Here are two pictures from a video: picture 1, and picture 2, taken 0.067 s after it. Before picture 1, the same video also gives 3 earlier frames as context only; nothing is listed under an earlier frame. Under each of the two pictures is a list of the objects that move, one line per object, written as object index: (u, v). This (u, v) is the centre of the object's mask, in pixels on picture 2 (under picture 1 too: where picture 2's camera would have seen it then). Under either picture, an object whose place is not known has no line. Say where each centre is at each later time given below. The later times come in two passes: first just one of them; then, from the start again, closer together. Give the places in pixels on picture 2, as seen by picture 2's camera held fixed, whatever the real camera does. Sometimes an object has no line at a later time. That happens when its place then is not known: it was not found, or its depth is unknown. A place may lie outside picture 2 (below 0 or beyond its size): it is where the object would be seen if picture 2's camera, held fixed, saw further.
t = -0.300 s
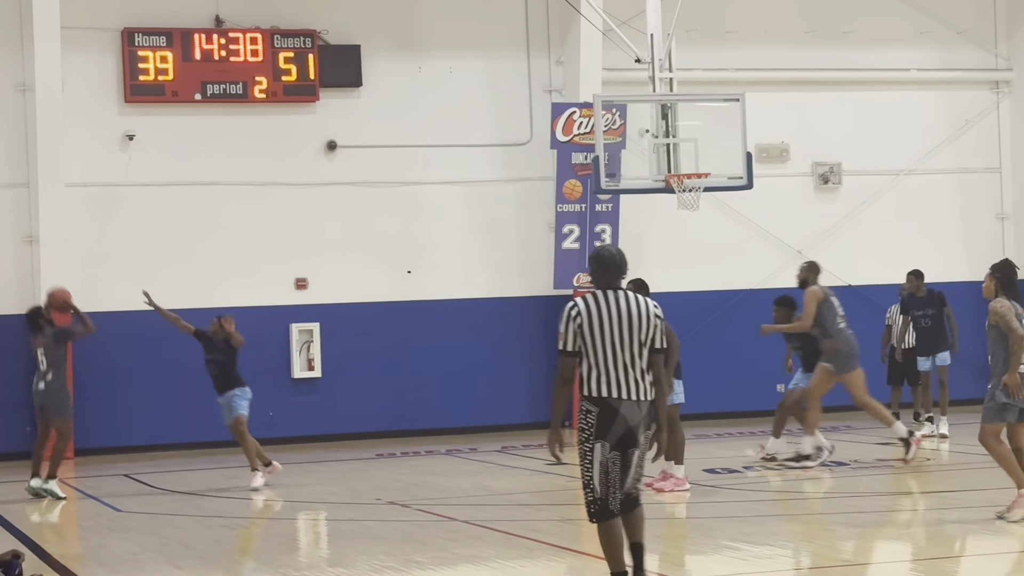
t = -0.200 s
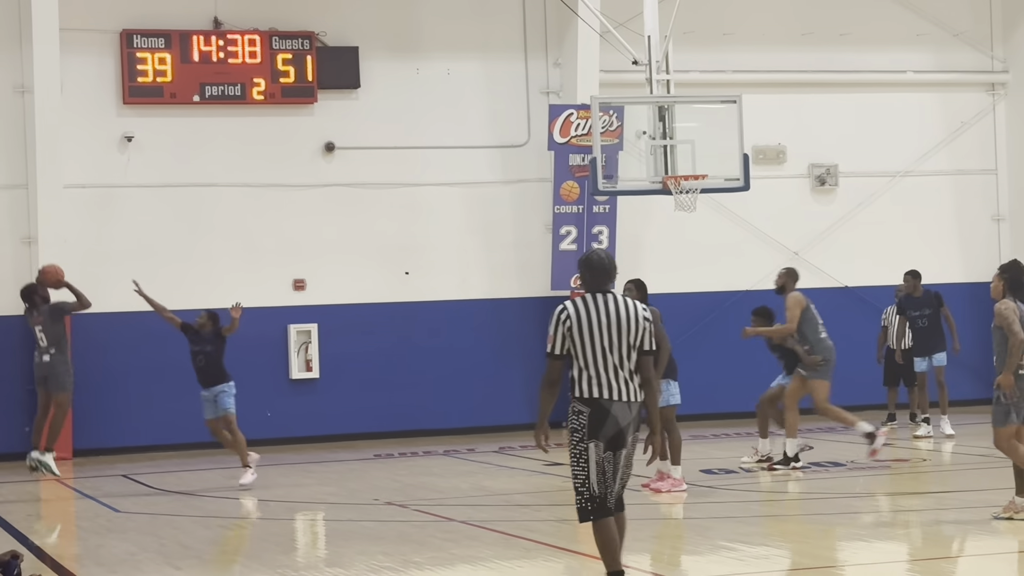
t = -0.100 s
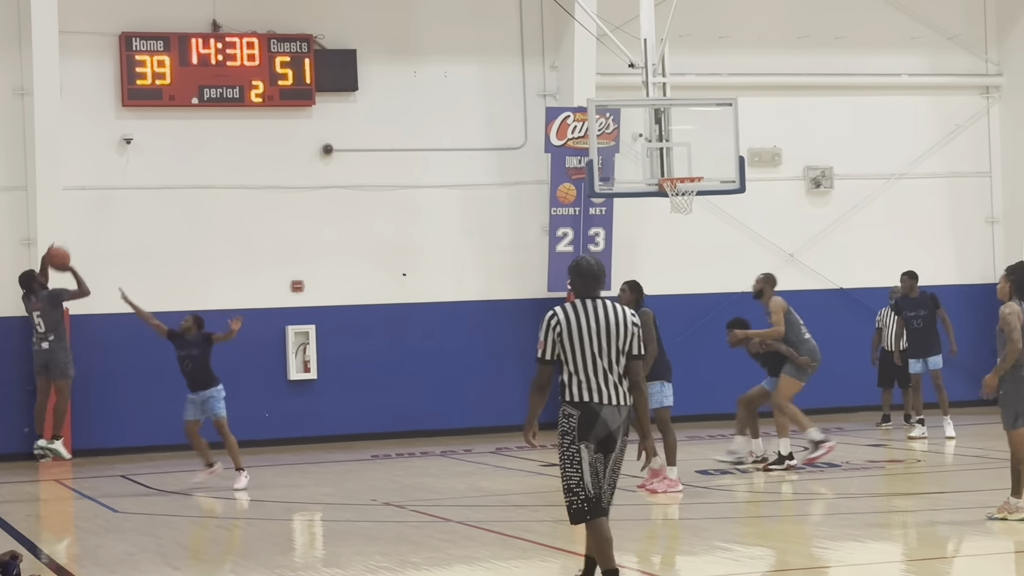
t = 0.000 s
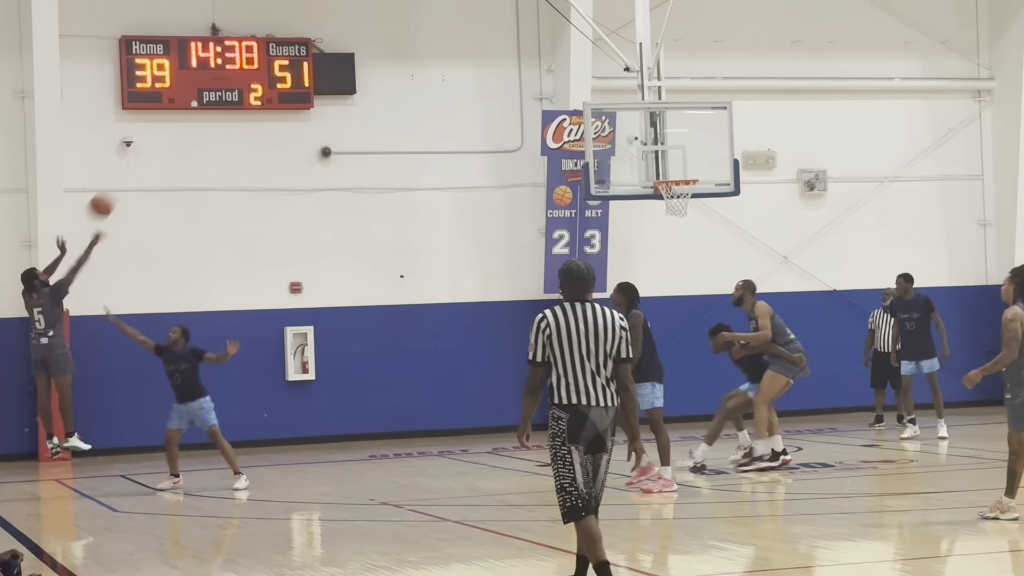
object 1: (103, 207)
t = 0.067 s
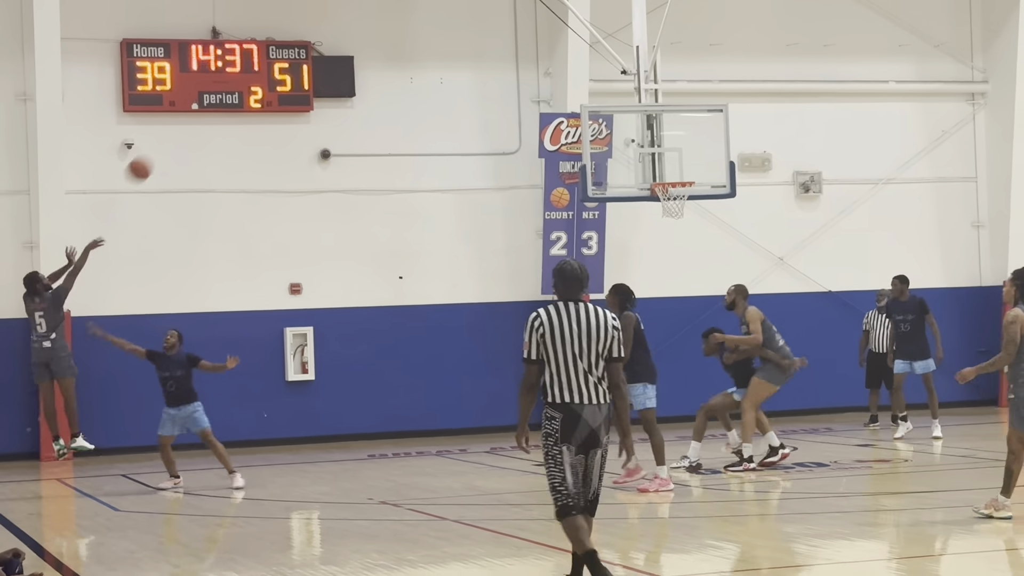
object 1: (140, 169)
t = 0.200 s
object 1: (212, 108)
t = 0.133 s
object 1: (176, 136)
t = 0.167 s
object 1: (194, 121)
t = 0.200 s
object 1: (212, 108)
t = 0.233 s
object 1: (230, 96)
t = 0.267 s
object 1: (247, 81)
